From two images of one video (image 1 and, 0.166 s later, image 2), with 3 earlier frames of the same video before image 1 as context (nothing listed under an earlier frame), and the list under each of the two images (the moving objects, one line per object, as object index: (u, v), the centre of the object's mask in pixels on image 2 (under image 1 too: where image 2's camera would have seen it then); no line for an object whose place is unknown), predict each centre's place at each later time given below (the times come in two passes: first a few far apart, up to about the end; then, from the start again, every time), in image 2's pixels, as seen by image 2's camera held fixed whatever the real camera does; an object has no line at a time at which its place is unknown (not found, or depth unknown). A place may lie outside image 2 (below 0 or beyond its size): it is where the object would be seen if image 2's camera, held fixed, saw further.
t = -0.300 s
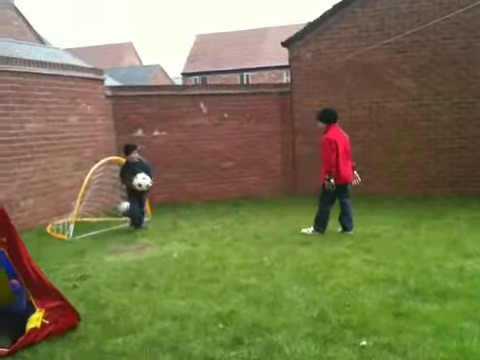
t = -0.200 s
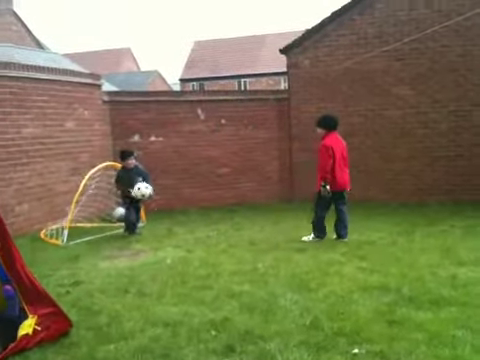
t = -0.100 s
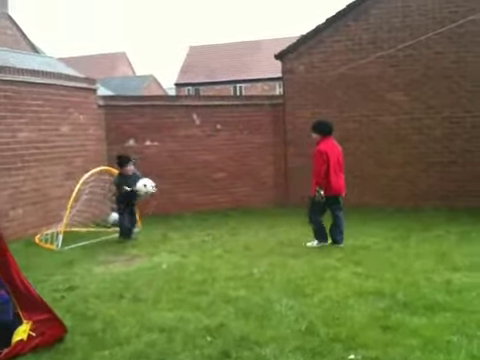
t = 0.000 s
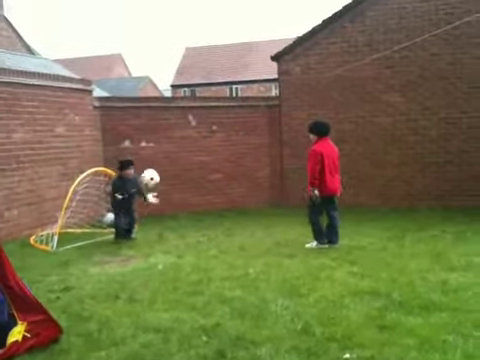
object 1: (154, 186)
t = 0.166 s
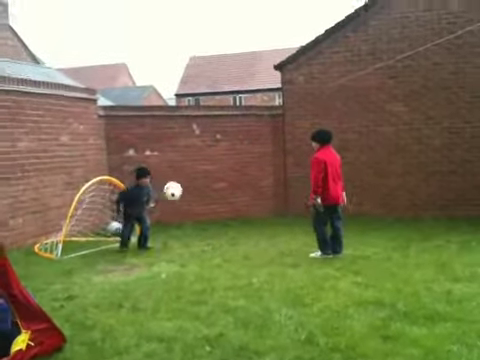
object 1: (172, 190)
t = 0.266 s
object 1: (184, 206)
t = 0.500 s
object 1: (211, 236)
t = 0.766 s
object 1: (237, 226)
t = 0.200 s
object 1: (176, 194)
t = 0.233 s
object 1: (180, 199)
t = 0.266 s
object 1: (184, 206)
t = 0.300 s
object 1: (188, 213)
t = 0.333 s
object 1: (193, 221)
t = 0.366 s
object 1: (197, 231)
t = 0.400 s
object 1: (202, 241)
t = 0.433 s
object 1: (206, 248)
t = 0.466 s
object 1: (208, 242)
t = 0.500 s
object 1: (211, 236)
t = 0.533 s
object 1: (214, 231)
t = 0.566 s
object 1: (217, 228)
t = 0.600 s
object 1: (220, 224)
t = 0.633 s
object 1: (223, 223)
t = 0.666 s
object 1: (227, 222)
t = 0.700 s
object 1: (230, 223)
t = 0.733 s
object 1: (234, 223)
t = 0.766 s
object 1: (237, 226)
